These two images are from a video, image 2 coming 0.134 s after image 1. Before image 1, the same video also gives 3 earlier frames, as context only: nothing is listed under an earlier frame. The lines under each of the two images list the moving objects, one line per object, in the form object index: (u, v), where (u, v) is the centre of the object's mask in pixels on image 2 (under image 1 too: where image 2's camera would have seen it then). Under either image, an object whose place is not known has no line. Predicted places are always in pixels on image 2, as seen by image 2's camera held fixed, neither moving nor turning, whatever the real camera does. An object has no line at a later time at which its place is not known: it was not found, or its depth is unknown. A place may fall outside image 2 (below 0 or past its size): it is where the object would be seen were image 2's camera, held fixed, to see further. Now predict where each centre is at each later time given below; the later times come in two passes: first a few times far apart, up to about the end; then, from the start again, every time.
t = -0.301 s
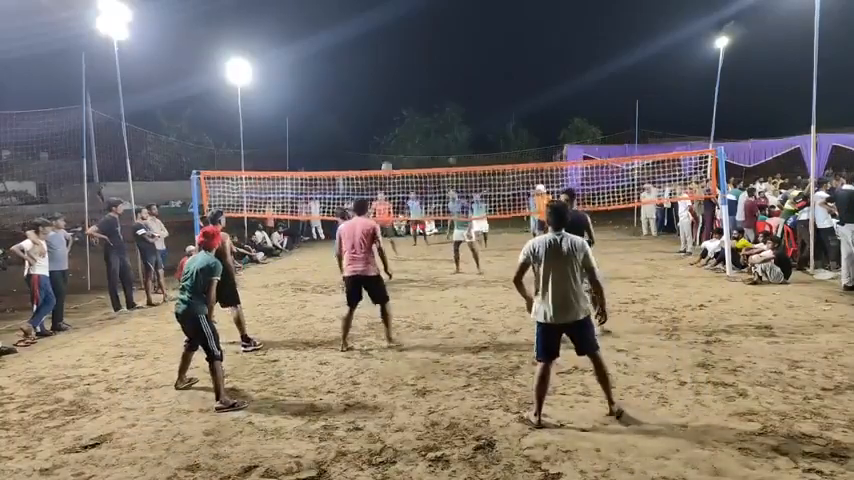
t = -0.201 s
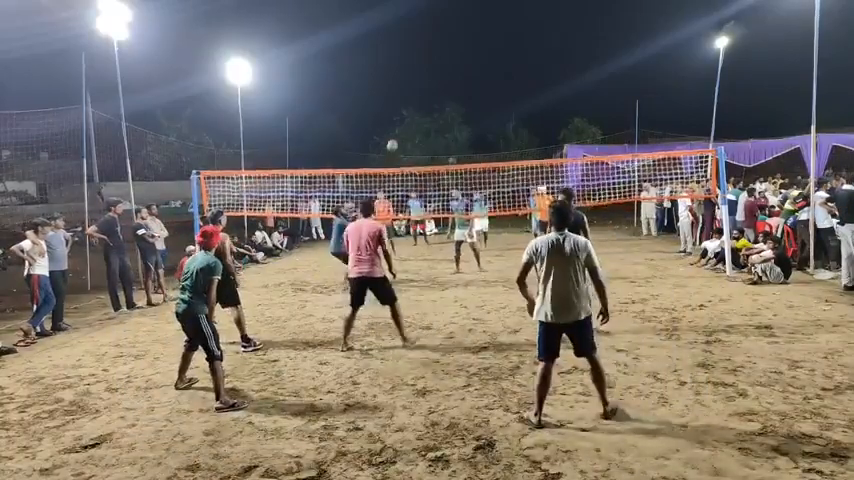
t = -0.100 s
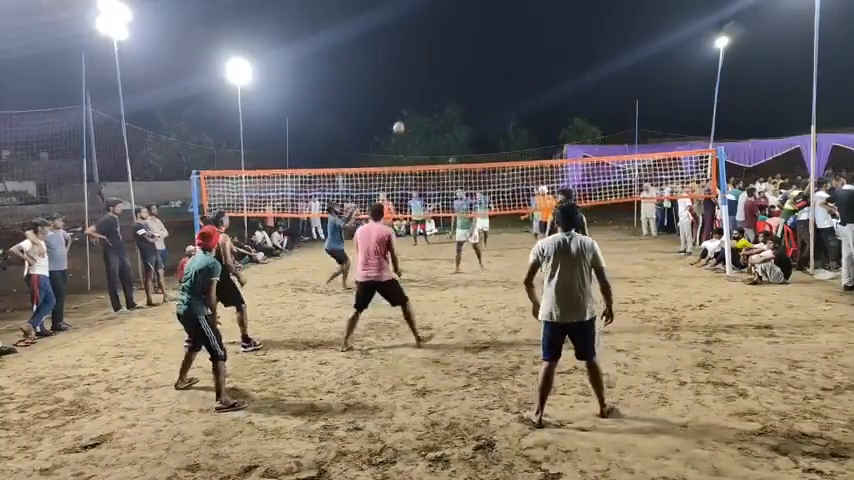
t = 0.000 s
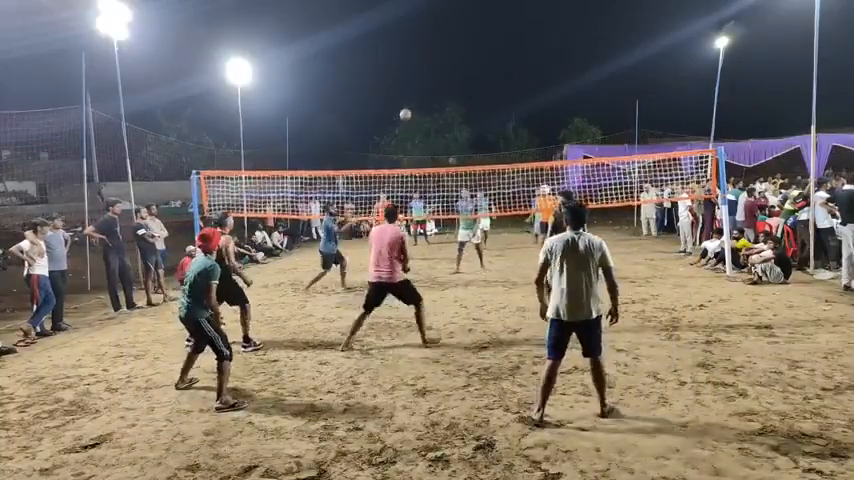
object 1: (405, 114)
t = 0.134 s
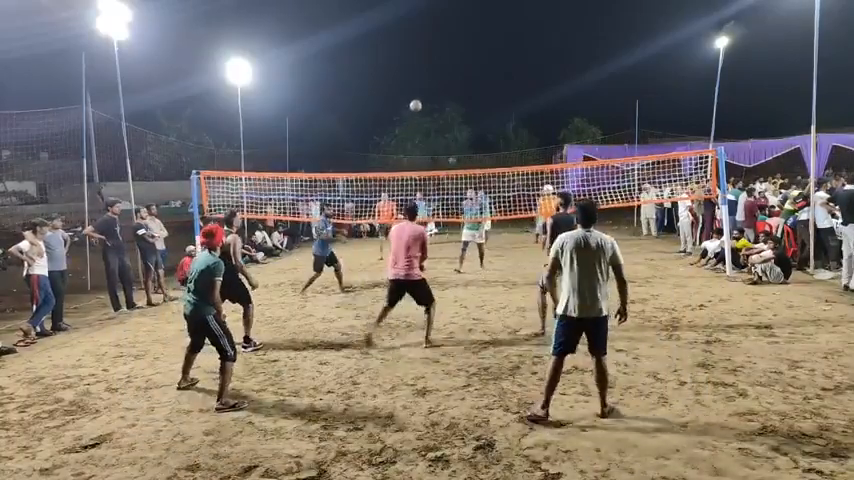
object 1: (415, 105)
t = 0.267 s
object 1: (426, 107)
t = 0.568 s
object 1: (456, 156)
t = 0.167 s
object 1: (418, 105)
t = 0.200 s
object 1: (420, 105)
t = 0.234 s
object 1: (424, 105)
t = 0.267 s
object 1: (426, 107)
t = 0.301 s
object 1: (429, 109)
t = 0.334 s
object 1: (433, 112)
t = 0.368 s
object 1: (436, 116)
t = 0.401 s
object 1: (439, 121)
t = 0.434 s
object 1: (442, 126)
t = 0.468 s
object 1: (446, 132)
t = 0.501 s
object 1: (449, 140)
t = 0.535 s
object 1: (453, 147)
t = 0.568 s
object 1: (456, 156)
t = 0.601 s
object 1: (460, 165)
